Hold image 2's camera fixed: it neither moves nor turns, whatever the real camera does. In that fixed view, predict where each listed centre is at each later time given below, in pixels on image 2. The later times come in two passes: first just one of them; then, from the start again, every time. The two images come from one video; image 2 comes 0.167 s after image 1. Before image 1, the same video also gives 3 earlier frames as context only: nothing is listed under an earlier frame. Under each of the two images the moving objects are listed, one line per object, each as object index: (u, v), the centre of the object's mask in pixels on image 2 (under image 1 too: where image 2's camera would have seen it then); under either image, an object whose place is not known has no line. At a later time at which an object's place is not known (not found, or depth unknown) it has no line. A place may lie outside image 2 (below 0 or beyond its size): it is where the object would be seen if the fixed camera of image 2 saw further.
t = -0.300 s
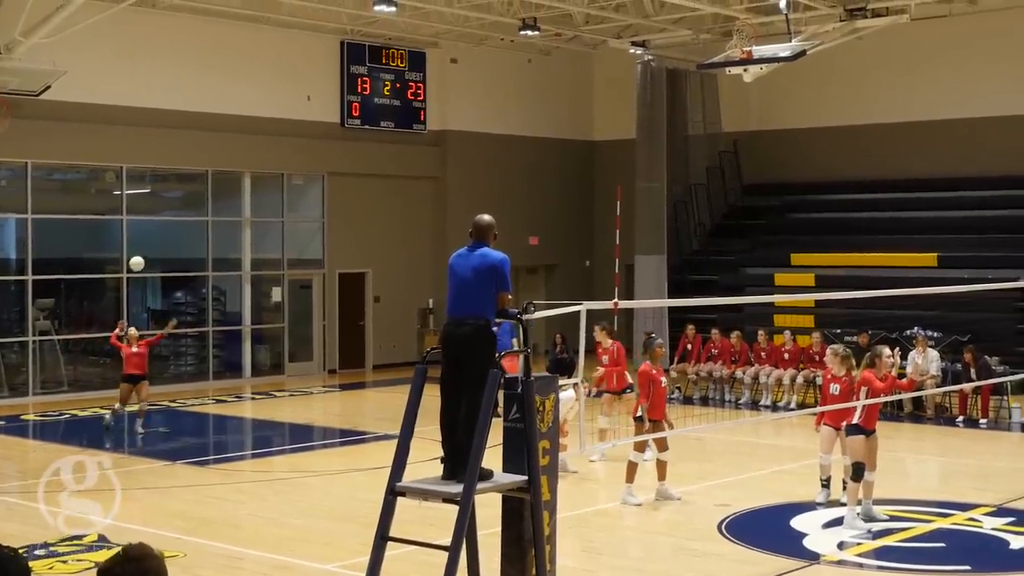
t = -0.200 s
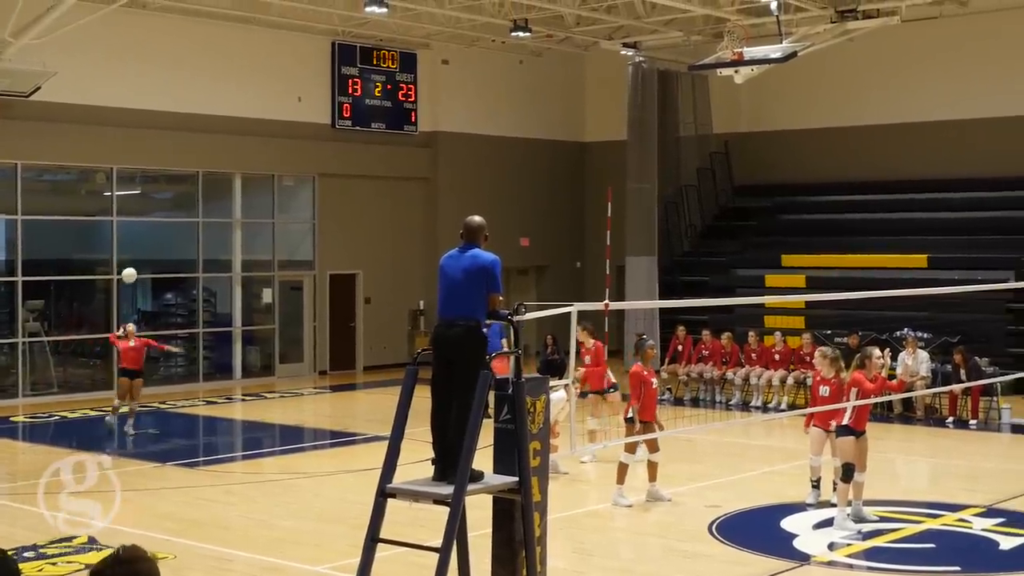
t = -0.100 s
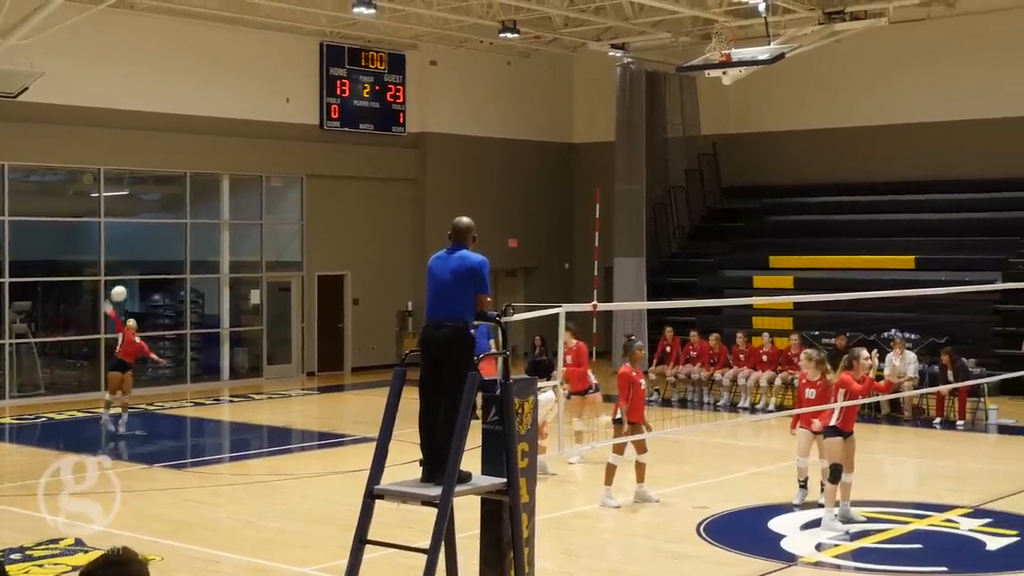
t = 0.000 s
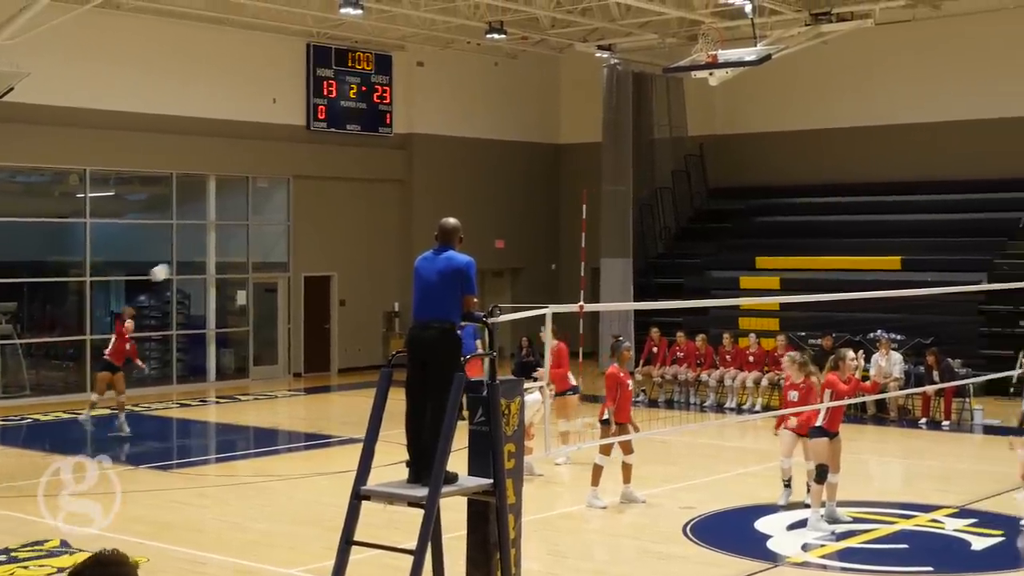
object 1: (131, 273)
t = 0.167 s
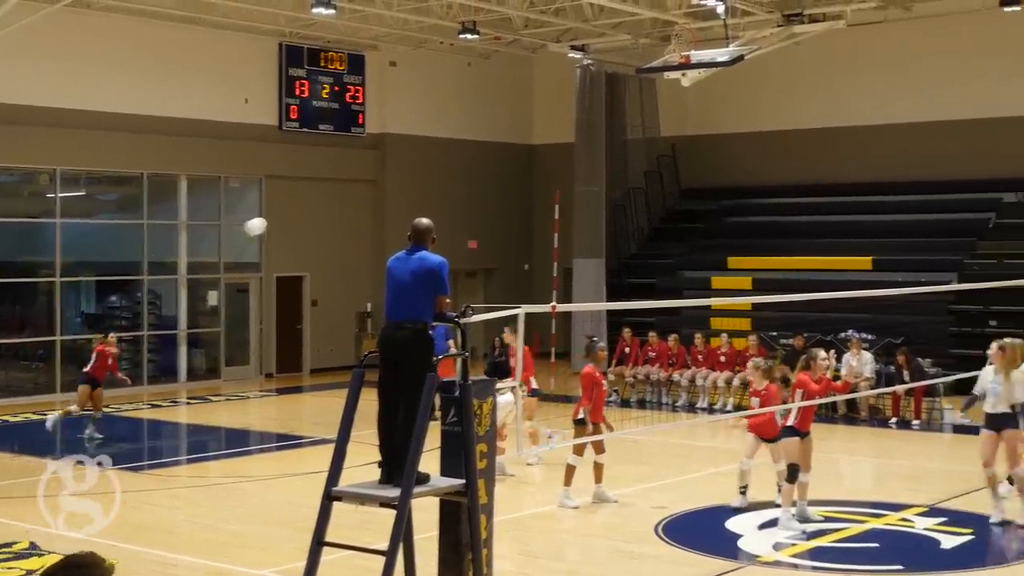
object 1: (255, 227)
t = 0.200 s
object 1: (281, 219)
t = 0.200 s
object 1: (281, 219)
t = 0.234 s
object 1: (307, 212)
